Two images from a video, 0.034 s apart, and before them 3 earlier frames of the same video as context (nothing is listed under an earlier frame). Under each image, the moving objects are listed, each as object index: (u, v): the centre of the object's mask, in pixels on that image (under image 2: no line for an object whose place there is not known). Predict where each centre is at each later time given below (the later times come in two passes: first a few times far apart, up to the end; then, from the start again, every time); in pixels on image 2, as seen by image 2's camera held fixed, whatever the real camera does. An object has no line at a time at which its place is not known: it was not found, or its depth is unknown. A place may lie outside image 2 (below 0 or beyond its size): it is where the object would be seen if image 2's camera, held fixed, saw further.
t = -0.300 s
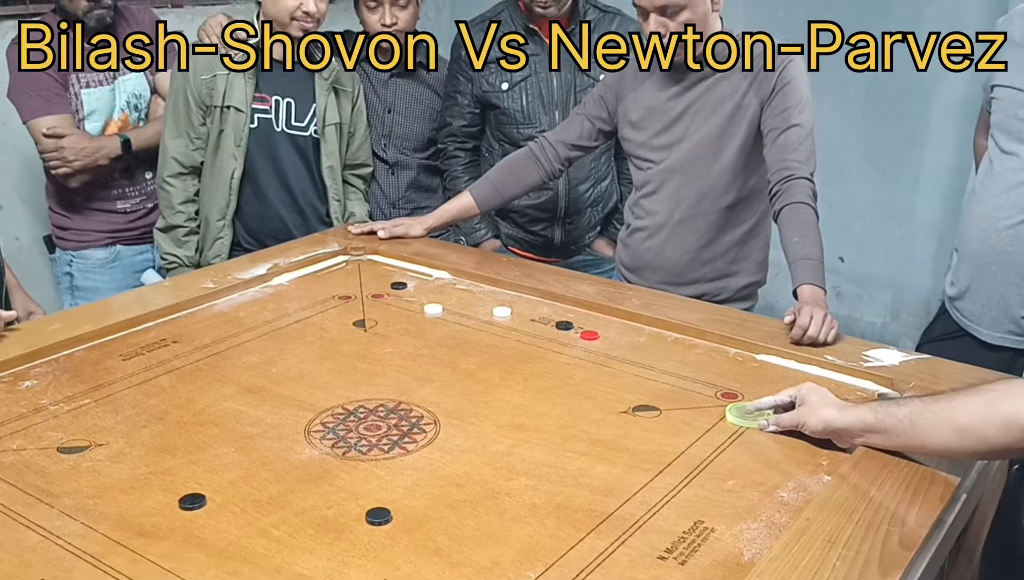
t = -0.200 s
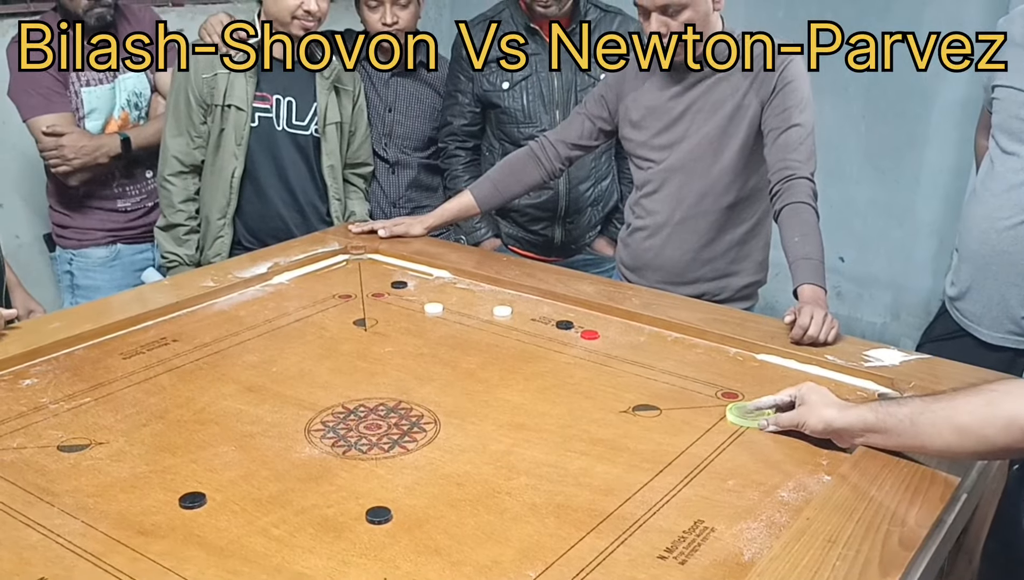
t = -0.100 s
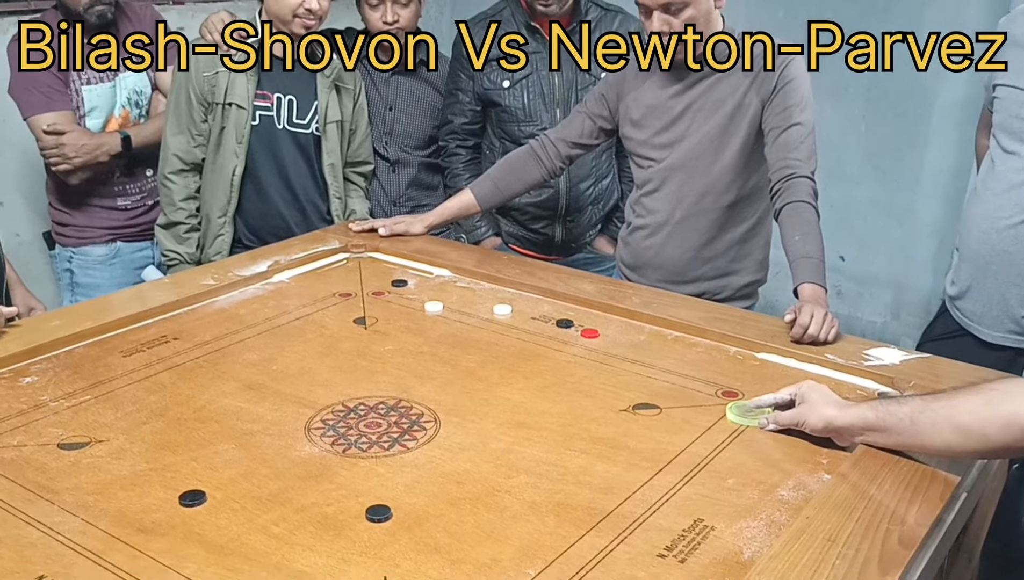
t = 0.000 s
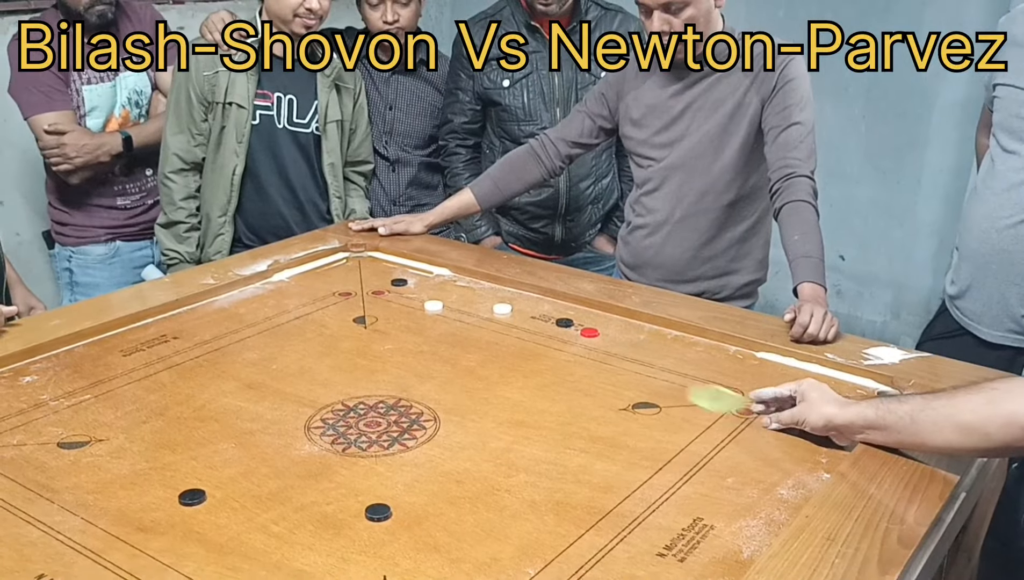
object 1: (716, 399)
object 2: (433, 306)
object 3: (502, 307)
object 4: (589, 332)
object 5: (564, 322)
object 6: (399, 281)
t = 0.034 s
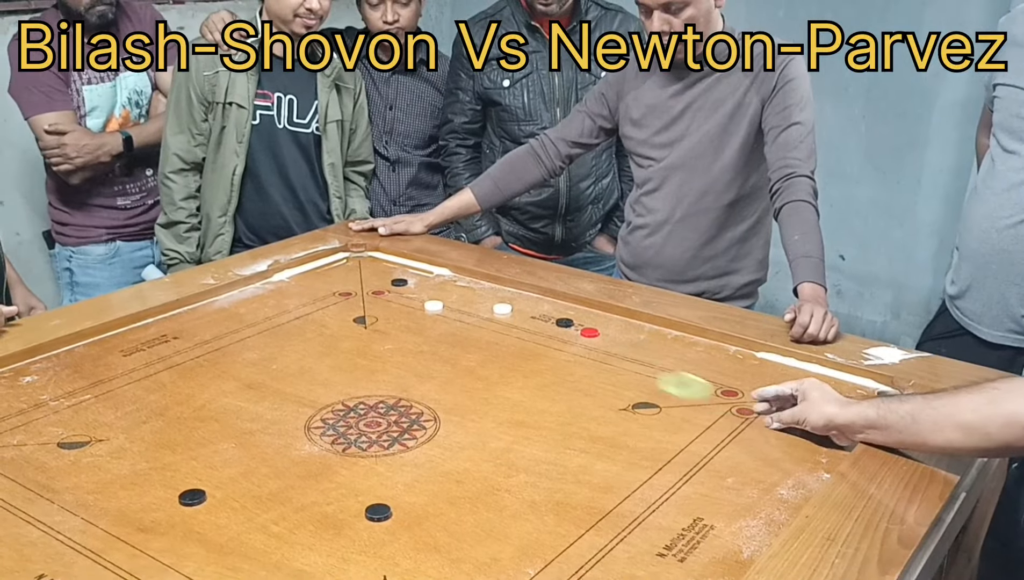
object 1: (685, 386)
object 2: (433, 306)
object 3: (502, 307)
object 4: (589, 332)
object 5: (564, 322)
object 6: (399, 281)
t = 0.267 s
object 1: (510, 320)
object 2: (433, 307)
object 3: (502, 308)
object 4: (578, 317)
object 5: (564, 323)
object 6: (399, 282)
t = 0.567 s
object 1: (403, 293)
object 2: (277, 291)
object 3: (397, 273)
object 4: (542, 313)
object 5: (477, 361)
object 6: (321, 290)
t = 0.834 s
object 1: (358, 282)
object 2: (190, 315)
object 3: (371, 261)
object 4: (540, 313)
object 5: (419, 385)
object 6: (320, 316)
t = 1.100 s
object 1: (341, 279)
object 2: (139, 346)
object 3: (360, 258)
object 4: (540, 313)
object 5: (404, 390)
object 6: (355, 336)
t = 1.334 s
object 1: (340, 279)
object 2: (115, 360)
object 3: (360, 257)
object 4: (540, 313)
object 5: (404, 390)
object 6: (366, 344)
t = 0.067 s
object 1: (655, 374)
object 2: (433, 307)
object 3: (502, 310)
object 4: (590, 333)
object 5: (565, 323)
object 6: (399, 282)
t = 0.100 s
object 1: (627, 362)
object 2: (433, 307)
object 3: (502, 310)
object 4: (590, 333)
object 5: (565, 323)
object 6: (399, 282)
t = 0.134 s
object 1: (601, 351)
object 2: (433, 307)
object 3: (502, 310)
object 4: (590, 333)
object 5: (564, 323)
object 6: (399, 282)
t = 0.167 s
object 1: (576, 341)
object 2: (433, 307)
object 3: (502, 310)
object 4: (591, 330)
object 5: (564, 323)
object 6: (399, 282)
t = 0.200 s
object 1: (553, 334)
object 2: (433, 307)
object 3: (502, 310)
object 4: (594, 321)
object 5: (566, 322)
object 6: (399, 282)
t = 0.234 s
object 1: (531, 326)
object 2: (433, 307)
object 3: (502, 310)
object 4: (595, 314)
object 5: (565, 323)
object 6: (399, 283)
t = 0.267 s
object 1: (510, 320)
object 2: (433, 307)
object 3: (502, 308)
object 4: (578, 317)
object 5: (564, 323)
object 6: (399, 282)
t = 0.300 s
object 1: (491, 315)
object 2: (434, 307)
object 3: (493, 298)
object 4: (570, 317)
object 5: (557, 326)
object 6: (399, 282)
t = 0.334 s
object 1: (474, 311)
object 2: (433, 307)
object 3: (484, 289)
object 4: (564, 316)
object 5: (546, 331)
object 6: (399, 282)
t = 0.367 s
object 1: (459, 307)
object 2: (428, 305)
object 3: (468, 282)
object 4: (560, 315)
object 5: (535, 336)
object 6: (399, 282)
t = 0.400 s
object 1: (448, 305)
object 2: (403, 303)
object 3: (445, 281)
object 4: (556, 315)
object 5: (525, 340)
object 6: (399, 282)
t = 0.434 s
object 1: (438, 302)
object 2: (376, 301)
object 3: (420, 280)
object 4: (552, 314)
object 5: (515, 345)
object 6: (399, 283)
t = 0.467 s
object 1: (429, 300)
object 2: (349, 298)
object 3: (411, 280)
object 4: (548, 314)
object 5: (505, 349)
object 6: (382, 284)
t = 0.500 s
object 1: (419, 297)
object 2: (325, 295)
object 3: (406, 277)
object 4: (546, 313)
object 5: (496, 353)
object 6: (361, 286)
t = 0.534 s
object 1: (411, 295)
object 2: (301, 293)
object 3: (402, 275)
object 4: (543, 313)
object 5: (486, 357)
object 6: (341, 288)
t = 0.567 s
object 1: (403, 293)
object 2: (277, 291)
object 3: (397, 273)
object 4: (542, 313)
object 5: (477, 361)
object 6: (321, 290)
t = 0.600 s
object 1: (396, 291)
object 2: (256, 289)
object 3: (393, 271)
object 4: (541, 313)
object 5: (469, 364)
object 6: (303, 292)
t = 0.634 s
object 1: (389, 289)
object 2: (259, 293)
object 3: (389, 269)
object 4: (540, 313)
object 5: (460, 368)
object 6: (285, 294)
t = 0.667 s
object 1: (383, 288)
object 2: (251, 296)
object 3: (386, 267)
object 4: (540, 313)
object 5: (453, 371)
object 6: (284, 298)
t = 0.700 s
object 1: (377, 286)
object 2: (233, 299)
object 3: (382, 266)
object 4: (540, 313)
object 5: (445, 374)
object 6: (292, 302)
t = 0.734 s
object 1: (372, 285)
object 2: (217, 302)
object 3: (379, 265)
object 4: (540, 313)
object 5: (438, 378)
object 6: (300, 305)
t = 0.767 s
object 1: (367, 284)
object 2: (204, 305)
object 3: (376, 264)
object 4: (540, 313)
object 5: (431, 380)
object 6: (307, 309)
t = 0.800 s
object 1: (362, 283)
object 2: (197, 310)
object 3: (373, 263)
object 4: (540, 313)
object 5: (424, 383)
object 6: (314, 312)
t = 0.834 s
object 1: (358, 282)
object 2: (190, 315)
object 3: (371, 261)
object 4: (540, 313)
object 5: (419, 385)
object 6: (320, 316)
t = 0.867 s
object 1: (354, 281)
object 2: (183, 320)
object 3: (369, 260)
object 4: (540, 313)
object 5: (414, 387)
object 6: (325, 319)
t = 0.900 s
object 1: (351, 281)
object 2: (176, 324)
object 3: (367, 259)
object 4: (540, 313)
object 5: (411, 388)
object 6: (331, 322)
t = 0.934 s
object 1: (348, 280)
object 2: (169, 329)
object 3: (366, 258)
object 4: (540, 313)
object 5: (408, 389)
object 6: (336, 324)
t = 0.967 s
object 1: (346, 280)
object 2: (163, 332)
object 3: (365, 258)
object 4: (540, 313)
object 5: (406, 389)
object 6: (341, 327)
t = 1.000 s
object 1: (344, 280)
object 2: (157, 336)
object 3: (363, 258)
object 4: (540, 313)
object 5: (405, 390)
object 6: (345, 330)
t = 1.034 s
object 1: (343, 280)
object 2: (151, 340)
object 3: (362, 258)
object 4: (540, 313)
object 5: (405, 390)
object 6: (349, 332)
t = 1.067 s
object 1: (342, 279)
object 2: (145, 343)
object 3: (361, 257)
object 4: (540, 313)
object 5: (404, 390)
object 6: (352, 334)
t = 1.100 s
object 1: (341, 279)
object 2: (139, 346)
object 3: (360, 258)
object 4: (540, 313)
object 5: (404, 390)
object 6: (355, 336)
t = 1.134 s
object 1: (340, 279)
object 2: (135, 349)
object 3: (360, 258)
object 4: (540, 313)
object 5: (404, 390)
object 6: (358, 338)
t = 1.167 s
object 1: (340, 279)
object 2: (130, 351)
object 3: (360, 258)
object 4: (540, 313)
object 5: (404, 390)
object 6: (361, 339)
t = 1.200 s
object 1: (340, 279)
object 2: (126, 354)
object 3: (360, 258)
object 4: (540, 313)
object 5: (404, 390)
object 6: (362, 341)
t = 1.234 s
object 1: (340, 279)
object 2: (122, 356)
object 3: (360, 258)
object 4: (540, 313)
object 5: (404, 390)
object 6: (364, 342)
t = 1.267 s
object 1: (340, 279)
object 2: (119, 358)
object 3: (360, 257)
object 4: (540, 313)
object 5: (405, 390)
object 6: (365, 343)
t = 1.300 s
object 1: (340, 279)
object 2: (117, 359)
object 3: (360, 257)
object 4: (540, 313)
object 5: (404, 390)
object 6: (366, 343)
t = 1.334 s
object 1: (340, 279)
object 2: (115, 360)
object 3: (360, 257)
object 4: (540, 313)
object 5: (404, 390)
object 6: (366, 344)
